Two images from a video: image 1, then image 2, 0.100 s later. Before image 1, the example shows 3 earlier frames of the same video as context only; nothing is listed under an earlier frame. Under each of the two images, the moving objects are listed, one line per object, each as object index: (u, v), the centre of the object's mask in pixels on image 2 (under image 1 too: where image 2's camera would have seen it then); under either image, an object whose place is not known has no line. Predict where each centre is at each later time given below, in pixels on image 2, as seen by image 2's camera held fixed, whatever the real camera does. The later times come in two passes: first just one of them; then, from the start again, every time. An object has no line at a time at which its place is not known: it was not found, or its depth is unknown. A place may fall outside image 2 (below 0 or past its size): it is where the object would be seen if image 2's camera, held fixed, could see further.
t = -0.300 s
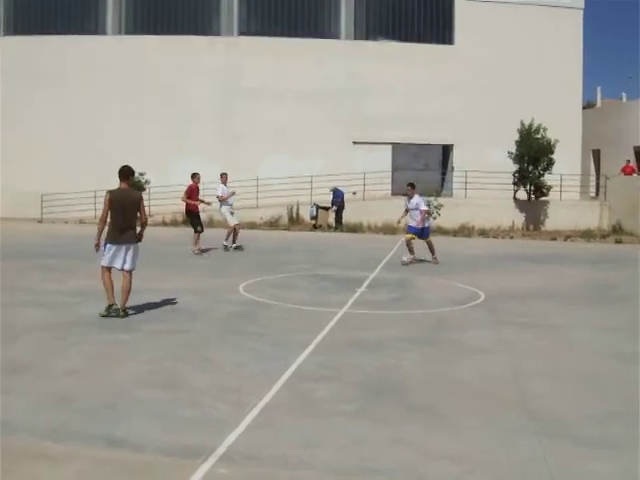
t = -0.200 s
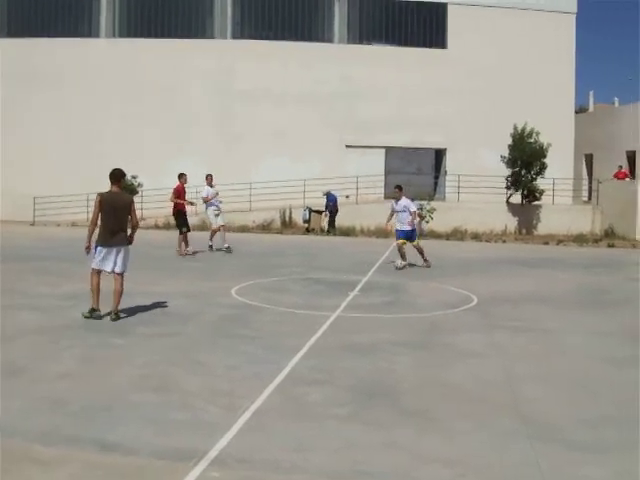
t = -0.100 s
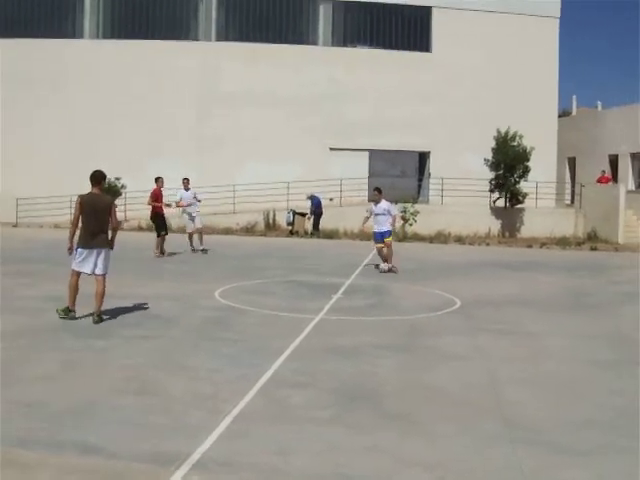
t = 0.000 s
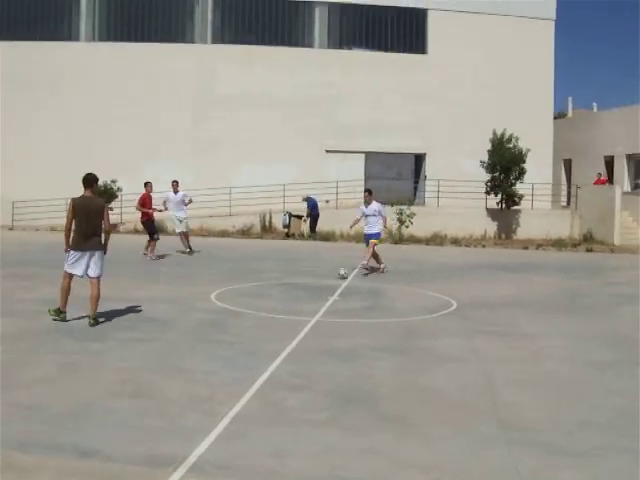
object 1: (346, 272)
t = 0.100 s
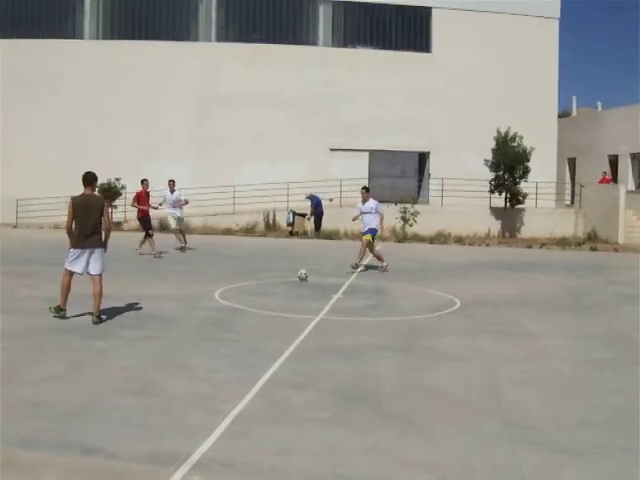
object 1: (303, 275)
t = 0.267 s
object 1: (226, 282)
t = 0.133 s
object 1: (288, 276)
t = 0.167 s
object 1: (273, 277)
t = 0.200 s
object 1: (257, 280)
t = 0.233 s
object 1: (242, 281)
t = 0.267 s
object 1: (226, 282)
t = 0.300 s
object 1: (209, 284)
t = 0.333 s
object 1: (193, 285)
